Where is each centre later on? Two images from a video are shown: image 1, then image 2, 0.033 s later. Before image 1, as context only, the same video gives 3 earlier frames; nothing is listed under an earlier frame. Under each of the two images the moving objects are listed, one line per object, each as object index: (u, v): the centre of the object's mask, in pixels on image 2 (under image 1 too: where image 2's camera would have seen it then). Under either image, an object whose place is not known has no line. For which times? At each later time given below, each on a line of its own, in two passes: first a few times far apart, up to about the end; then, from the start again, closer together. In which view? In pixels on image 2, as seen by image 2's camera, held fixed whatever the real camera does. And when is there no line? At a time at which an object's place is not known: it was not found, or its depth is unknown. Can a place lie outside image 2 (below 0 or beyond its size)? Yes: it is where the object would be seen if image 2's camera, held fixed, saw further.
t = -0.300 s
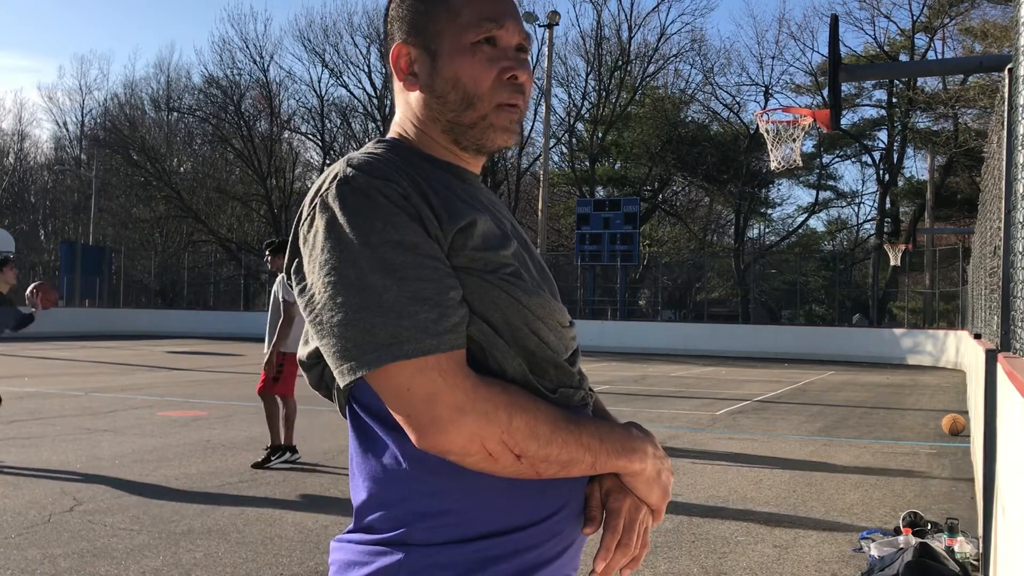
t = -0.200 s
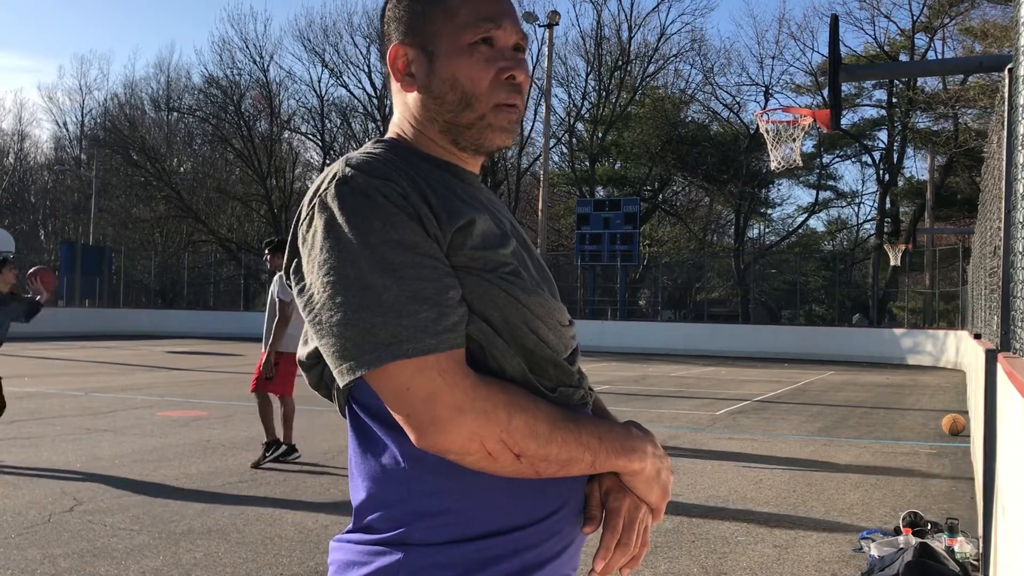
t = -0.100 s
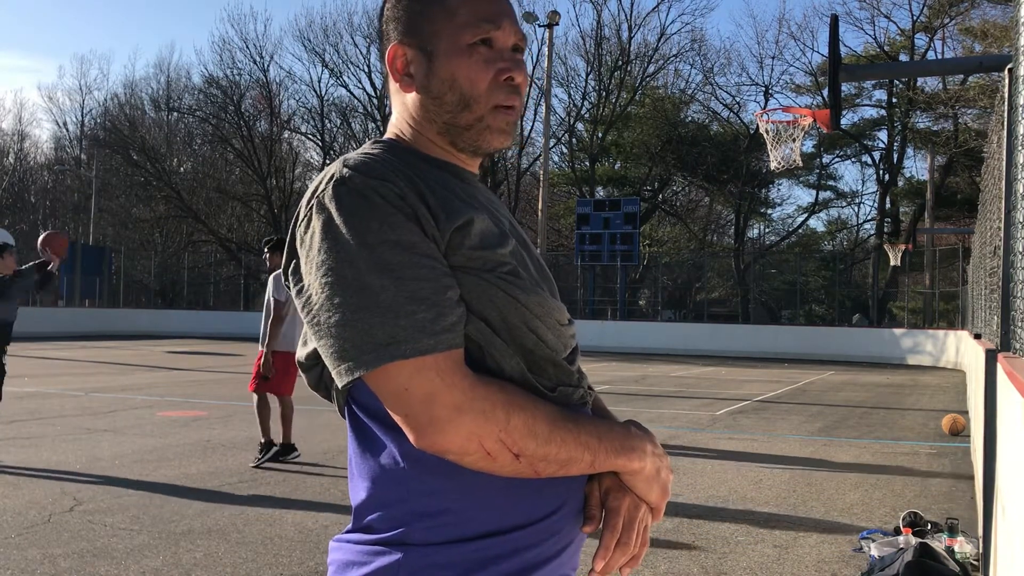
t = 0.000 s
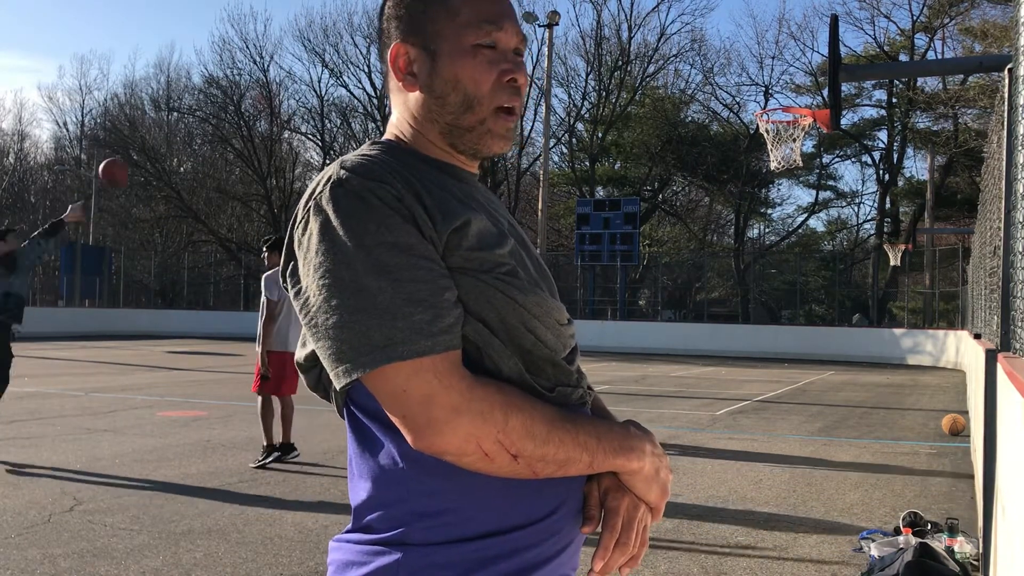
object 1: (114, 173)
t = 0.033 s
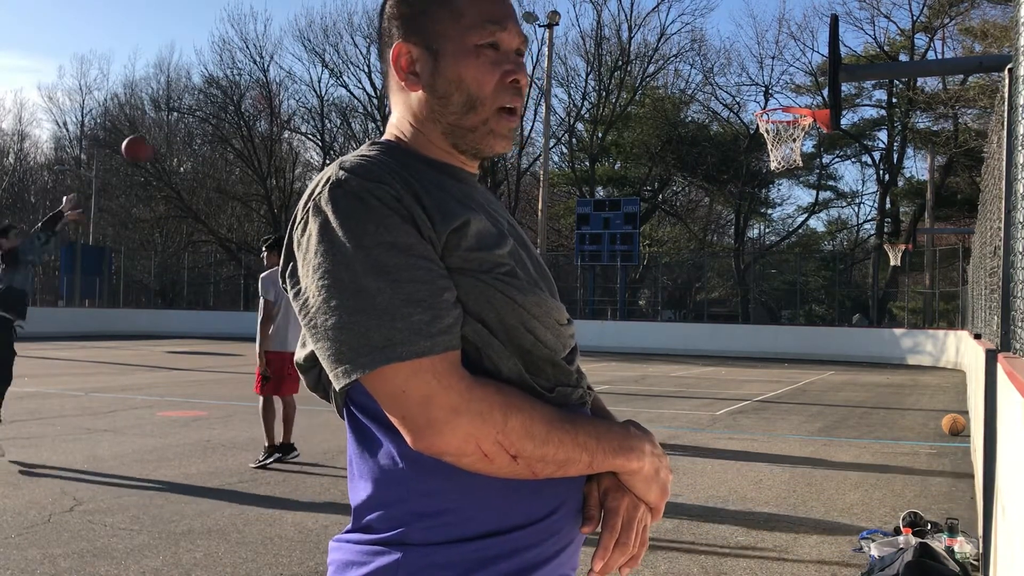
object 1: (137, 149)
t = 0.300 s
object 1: (317, 15)
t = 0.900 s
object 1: (690, 21)
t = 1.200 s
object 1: (740, 88)
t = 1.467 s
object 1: (587, 90)
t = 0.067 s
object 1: (159, 127)
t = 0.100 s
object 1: (182, 107)
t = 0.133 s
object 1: (206, 89)
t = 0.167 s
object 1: (228, 71)
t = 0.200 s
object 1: (250, 55)
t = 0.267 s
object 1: (295, 27)
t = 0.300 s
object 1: (317, 15)
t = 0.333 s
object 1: (339, 9)
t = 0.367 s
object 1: (361, 5)
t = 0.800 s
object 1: (629, 3)
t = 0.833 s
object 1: (650, 6)
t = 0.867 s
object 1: (670, 11)
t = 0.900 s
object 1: (690, 21)
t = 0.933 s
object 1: (710, 33)
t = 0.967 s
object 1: (729, 47)
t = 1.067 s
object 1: (788, 95)
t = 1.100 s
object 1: (801, 102)
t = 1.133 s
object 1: (780, 100)
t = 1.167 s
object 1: (761, 93)
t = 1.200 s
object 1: (740, 88)
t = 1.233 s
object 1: (720, 84)
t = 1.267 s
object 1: (700, 81)
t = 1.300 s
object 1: (681, 80)
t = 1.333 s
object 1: (662, 79)
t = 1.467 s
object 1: (587, 90)
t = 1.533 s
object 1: (549, 101)
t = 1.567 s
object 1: (535, 109)
